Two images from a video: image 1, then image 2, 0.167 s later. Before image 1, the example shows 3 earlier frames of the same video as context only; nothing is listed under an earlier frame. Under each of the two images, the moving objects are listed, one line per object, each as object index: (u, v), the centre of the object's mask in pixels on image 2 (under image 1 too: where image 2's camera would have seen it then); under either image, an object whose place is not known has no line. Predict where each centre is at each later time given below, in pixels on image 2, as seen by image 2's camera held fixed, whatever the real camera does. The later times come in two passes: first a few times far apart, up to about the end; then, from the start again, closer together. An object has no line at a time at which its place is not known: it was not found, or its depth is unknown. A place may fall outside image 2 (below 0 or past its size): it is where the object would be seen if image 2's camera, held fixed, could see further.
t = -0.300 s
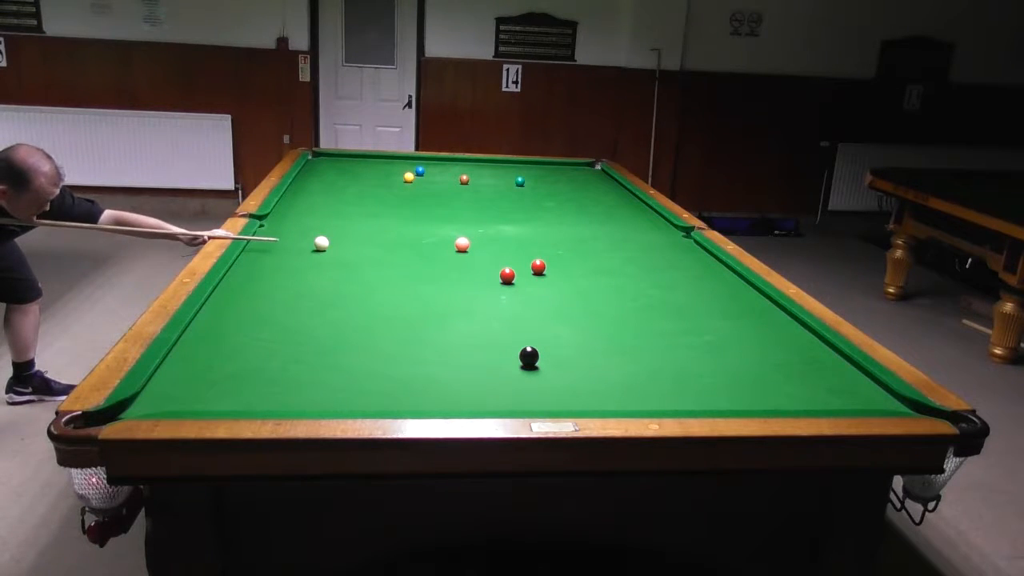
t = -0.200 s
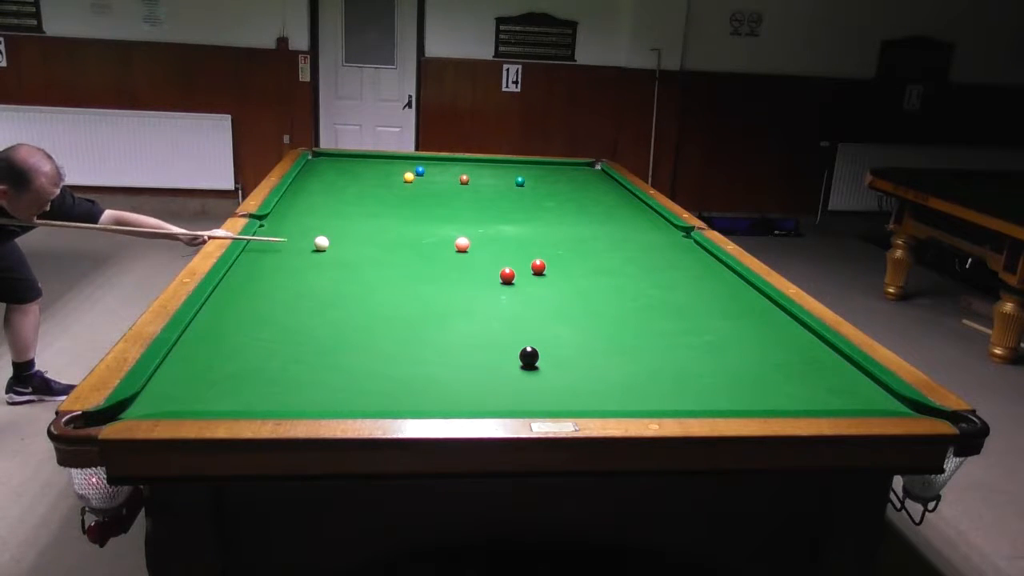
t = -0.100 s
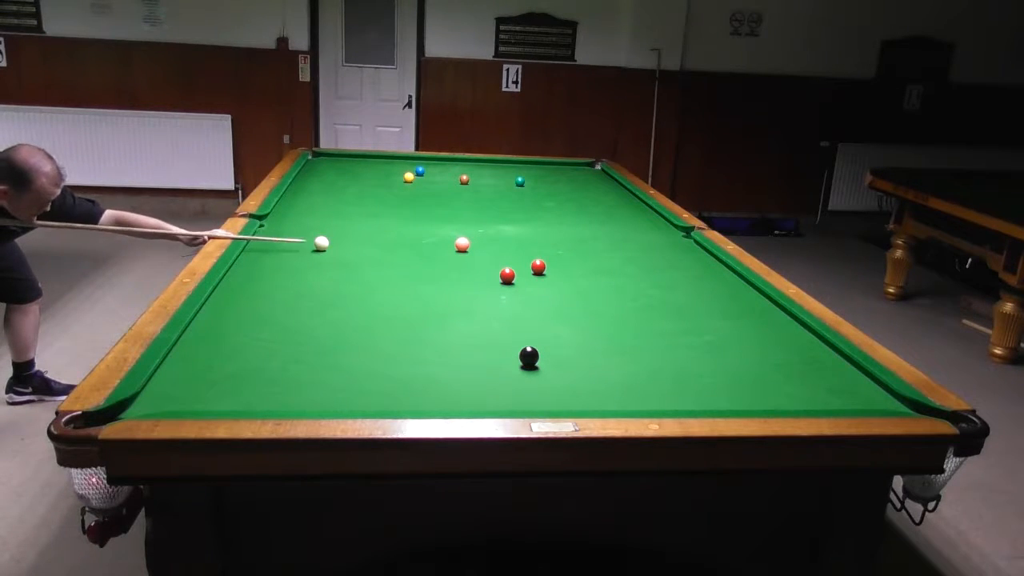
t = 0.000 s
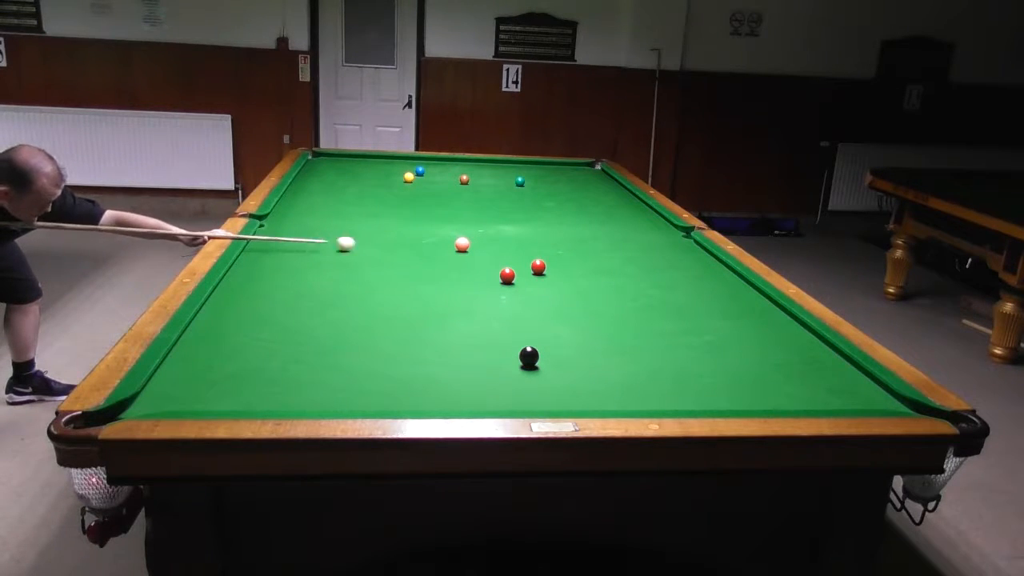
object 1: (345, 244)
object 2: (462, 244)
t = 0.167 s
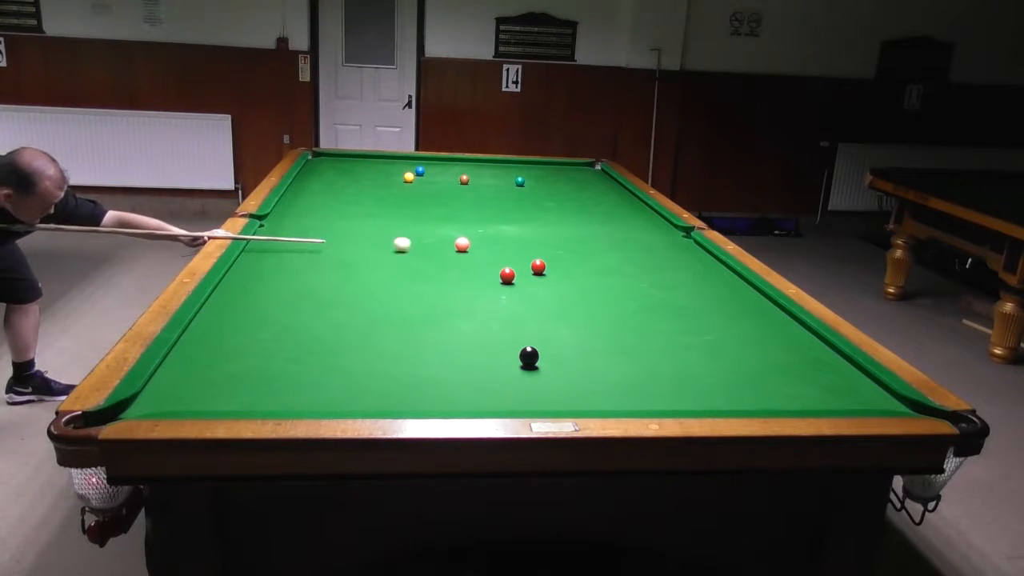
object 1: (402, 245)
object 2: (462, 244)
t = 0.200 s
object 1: (408, 244)
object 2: (462, 244)
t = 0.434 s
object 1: (456, 246)
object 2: (484, 243)
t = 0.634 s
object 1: (474, 250)
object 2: (515, 241)
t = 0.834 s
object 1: (491, 253)
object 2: (544, 239)
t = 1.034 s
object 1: (509, 256)
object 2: (572, 237)
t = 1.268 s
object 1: (528, 259)
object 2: (602, 236)
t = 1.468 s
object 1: (546, 261)
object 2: (626, 234)
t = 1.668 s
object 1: (560, 266)
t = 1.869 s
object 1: (574, 268)
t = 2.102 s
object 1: (589, 271)
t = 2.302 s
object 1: (602, 273)
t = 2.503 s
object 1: (614, 275)
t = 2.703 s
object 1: (626, 277)
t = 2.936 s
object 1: (638, 280)
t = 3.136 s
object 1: (647, 281)
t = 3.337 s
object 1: (656, 283)
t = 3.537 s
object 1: (663, 284)
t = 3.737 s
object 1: (670, 285)
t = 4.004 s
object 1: (676, 286)
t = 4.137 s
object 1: (679, 286)
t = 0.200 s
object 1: (408, 244)
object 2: (462, 244)
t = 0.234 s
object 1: (420, 244)
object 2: (462, 244)
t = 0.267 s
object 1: (432, 244)
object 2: (462, 244)
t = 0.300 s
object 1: (438, 244)
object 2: (462, 244)
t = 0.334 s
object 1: (449, 245)
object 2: (463, 244)
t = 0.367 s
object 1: (451, 245)
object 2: (472, 244)
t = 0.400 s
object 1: (453, 246)
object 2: (476, 243)
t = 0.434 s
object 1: (456, 246)
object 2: (484, 243)
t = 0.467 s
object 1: (460, 247)
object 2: (491, 242)
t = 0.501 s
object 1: (462, 248)
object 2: (494, 242)
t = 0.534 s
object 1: (465, 248)
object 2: (500, 242)
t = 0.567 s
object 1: (469, 249)
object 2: (506, 241)
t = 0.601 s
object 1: (471, 249)
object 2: (509, 241)
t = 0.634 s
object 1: (474, 250)
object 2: (515, 241)
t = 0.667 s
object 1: (478, 250)
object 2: (522, 240)
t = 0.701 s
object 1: (480, 250)
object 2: (525, 240)
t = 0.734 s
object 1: (483, 251)
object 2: (530, 240)
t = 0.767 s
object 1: (486, 252)
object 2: (536, 240)
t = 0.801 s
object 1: (488, 252)
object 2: (539, 239)
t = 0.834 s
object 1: (491, 253)
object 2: (544, 239)
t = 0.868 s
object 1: (495, 254)
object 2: (550, 239)
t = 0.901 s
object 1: (497, 254)
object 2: (553, 238)
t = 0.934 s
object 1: (500, 255)
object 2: (558, 238)
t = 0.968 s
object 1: (504, 255)
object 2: (564, 238)
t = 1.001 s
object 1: (505, 256)
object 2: (567, 238)
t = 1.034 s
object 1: (509, 256)
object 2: (572, 237)
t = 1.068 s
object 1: (512, 257)
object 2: (577, 237)
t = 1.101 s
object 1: (514, 257)
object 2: (580, 237)
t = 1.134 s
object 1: (517, 258)
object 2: (585, 237)
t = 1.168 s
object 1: (520, 258)
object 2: (590, 236)
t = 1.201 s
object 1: (522, 258)
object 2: (592, 236)
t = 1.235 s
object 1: (525, 259)
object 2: (598, 236)
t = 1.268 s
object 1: (528, 259)
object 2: (602, 236)
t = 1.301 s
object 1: (529, 259)
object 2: (604, 235)
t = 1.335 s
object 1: (532, 259)
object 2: (610, 235)
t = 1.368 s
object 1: (536, 258)
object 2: (615, 235)
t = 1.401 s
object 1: (538, 258)
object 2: (617, 235)
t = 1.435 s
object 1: (543, 259)
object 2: (622, 234)
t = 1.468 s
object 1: (546, 261)
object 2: (626, 234)
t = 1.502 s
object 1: (548, 262)
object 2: (628, 234)
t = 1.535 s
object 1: (550, 263)
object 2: (633, 234)
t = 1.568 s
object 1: (552, 264)
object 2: (638, 234)
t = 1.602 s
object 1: (554, 264)
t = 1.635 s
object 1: (557, 265)
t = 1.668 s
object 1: (560, 266)
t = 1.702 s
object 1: (561, 266)
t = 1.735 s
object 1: (564, 266)
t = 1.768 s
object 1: (567, 267)
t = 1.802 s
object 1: (569, 267)
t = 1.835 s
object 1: (571, 267)
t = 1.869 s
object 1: (574, 268)
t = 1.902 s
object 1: (576, 268)
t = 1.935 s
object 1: (578, 269)
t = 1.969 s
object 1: (581, 269)
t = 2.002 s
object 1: (583, 269)
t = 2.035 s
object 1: (585, 269)
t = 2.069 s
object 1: (588, 270)
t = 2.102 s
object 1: (589, 271)
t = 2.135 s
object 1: (592, 271)
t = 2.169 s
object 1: (594, 272)
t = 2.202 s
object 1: (596, 272)
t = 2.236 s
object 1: (598, 272)
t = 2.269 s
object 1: (601, 273)
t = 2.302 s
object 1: (602, 273)
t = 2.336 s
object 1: (605, 274)
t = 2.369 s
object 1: (607, 274)
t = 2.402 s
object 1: (608, 274)
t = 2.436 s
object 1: (611, 274)
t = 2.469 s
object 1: (613, 275)
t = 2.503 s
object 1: (614, 275)
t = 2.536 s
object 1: (617, 276)
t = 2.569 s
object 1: (619, 276)
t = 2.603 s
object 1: (620, 276)
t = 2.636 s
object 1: (622, 277)
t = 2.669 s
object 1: (624, 277)
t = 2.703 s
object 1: (626, 277)
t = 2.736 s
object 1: (628, 278)
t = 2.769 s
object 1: (630, 278)
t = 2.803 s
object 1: (631, 278)
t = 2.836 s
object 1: (633, 278)
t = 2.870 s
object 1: (635, 279)
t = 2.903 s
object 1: (636, 279)
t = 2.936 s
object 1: (638, 280)
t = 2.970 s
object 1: (640, 280)
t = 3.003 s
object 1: (641, 280)
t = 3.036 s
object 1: (643, 280)
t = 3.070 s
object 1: (645, 281)
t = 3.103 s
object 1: (646, 281)
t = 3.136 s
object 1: (647, 281)
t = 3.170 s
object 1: (649, 281)
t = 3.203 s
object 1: (650, 281)
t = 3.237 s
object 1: (652, 282)
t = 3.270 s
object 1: (653, 282)
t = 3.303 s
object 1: (654, 282)
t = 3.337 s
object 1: (656, 283)
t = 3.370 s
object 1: (657, 283)
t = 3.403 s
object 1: (658, 283)
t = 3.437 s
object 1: (659, 283)
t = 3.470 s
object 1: (661, 283)
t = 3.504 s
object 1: (662, 284)
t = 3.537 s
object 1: (663, 284)
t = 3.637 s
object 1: (666, 284)
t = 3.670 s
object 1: (667, 284)
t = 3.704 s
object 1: (669, 285)
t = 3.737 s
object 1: (670, 285)
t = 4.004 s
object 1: (676, 286)
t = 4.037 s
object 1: (677, 286)
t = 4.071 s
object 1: (678, 286)
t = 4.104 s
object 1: (679, 286)
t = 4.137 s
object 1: (679, 286)
